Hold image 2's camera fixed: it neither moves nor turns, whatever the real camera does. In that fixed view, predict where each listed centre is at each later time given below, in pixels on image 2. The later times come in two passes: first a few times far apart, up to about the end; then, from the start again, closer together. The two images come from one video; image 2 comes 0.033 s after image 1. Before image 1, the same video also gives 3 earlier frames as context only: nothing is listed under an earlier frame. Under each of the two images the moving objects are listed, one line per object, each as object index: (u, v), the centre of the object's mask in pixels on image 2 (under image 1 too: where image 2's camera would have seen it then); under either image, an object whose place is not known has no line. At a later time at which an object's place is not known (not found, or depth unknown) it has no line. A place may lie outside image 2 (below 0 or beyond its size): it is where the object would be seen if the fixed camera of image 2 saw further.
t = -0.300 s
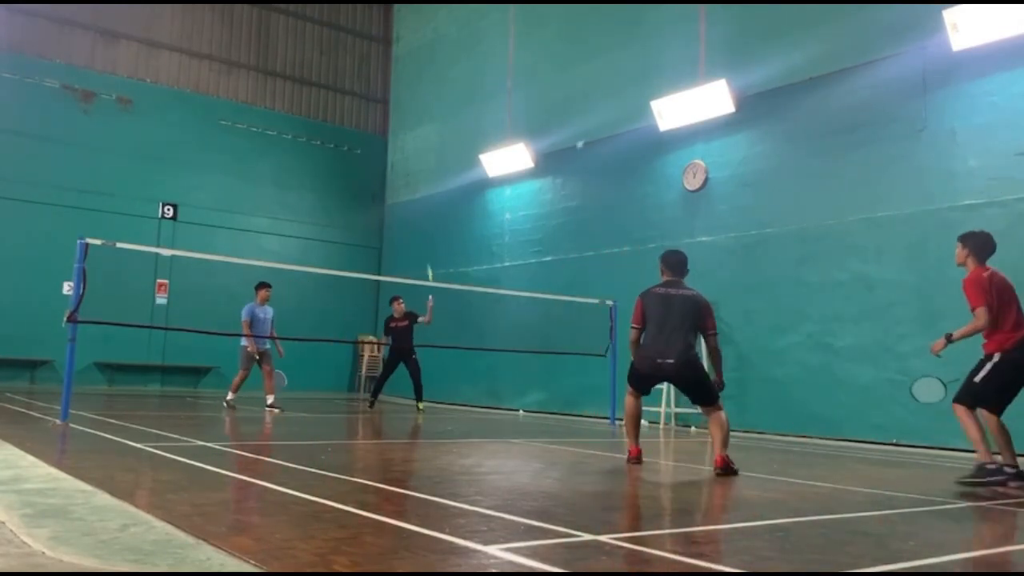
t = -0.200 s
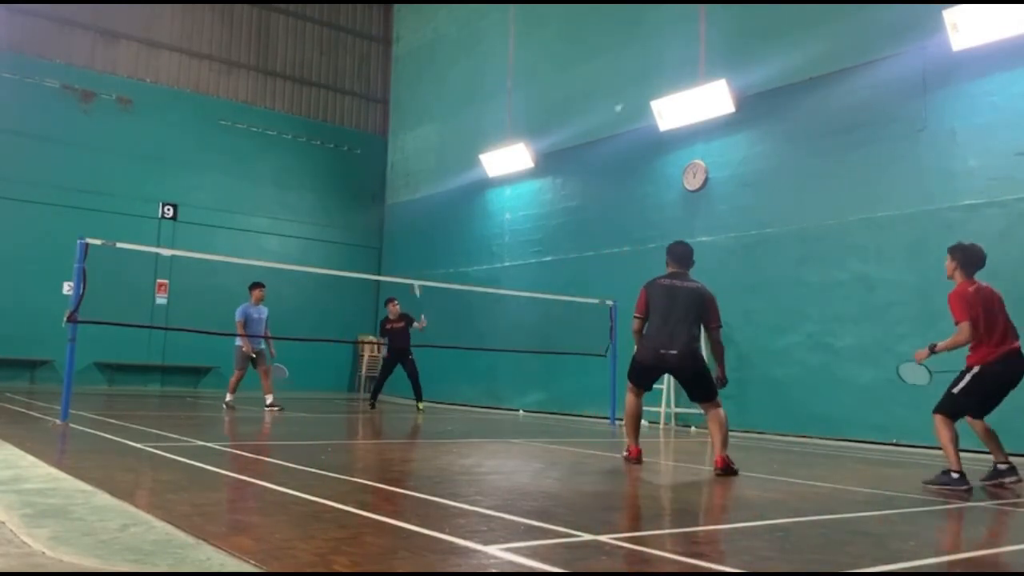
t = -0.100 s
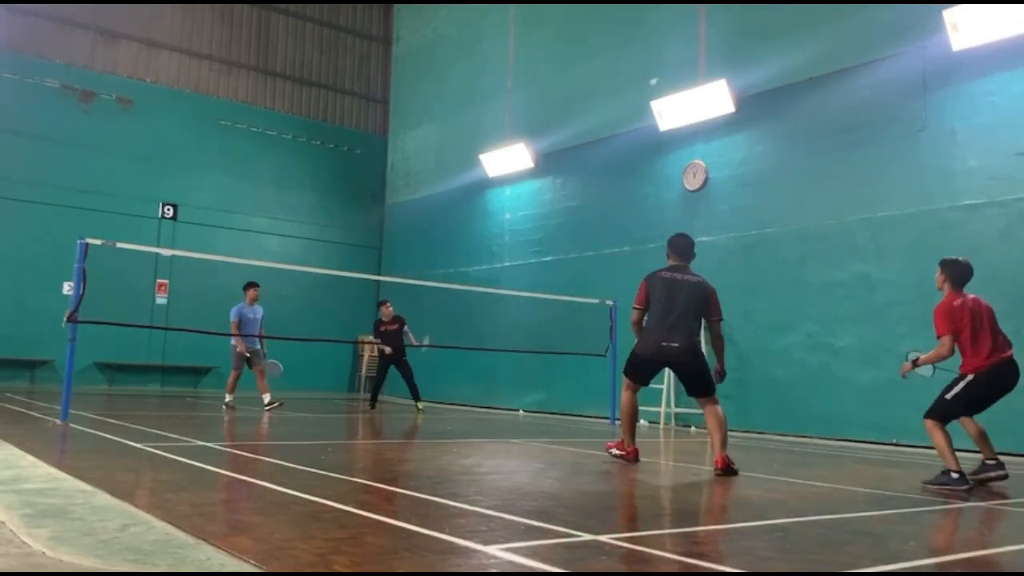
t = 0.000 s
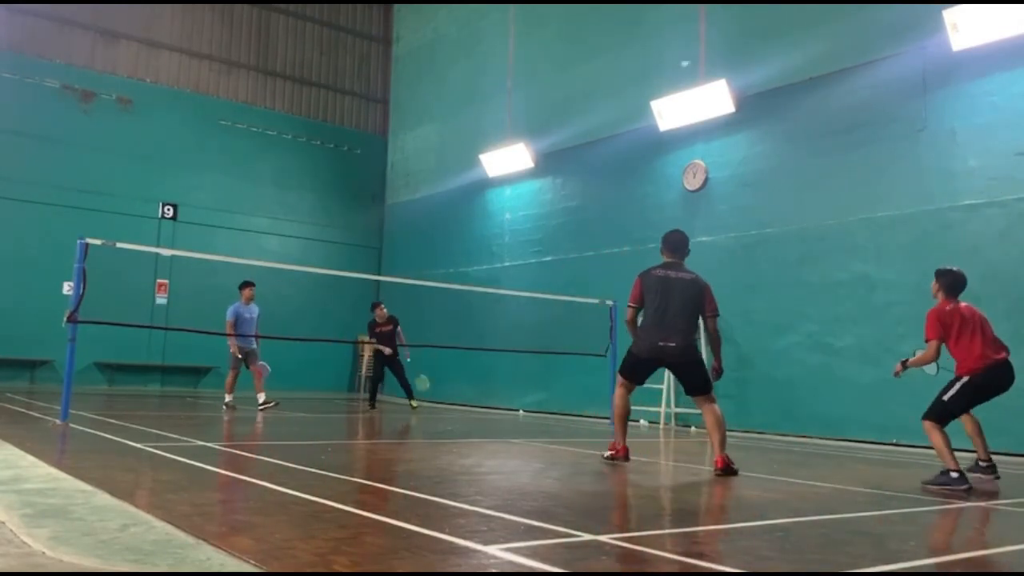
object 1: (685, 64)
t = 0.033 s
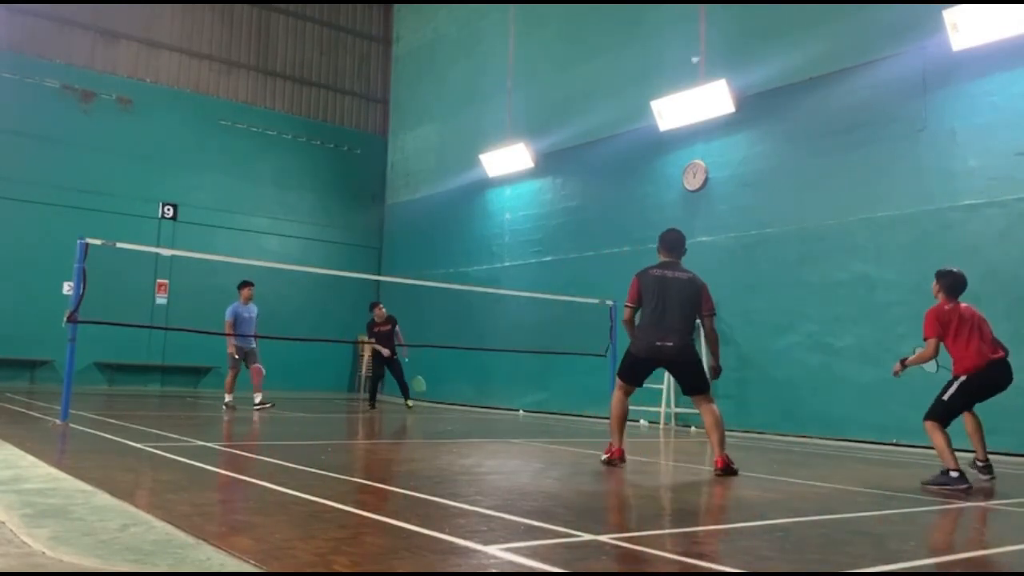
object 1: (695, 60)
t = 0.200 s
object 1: (744, 54)
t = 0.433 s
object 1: (807, 85)
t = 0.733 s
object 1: (871, 186)
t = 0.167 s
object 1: (735, 54)
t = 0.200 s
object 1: (744, 54)
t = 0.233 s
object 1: (754, 56)
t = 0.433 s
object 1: (807, 85)
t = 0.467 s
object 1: (814, 93)
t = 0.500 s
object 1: (823, 101)
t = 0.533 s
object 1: (830, 111)
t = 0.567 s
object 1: (837, 122)
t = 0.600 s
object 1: (845, 133)
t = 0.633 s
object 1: (852, 146)
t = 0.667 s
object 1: (859, 158)
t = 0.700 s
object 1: (865, 172)
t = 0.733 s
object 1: (871, 186)
